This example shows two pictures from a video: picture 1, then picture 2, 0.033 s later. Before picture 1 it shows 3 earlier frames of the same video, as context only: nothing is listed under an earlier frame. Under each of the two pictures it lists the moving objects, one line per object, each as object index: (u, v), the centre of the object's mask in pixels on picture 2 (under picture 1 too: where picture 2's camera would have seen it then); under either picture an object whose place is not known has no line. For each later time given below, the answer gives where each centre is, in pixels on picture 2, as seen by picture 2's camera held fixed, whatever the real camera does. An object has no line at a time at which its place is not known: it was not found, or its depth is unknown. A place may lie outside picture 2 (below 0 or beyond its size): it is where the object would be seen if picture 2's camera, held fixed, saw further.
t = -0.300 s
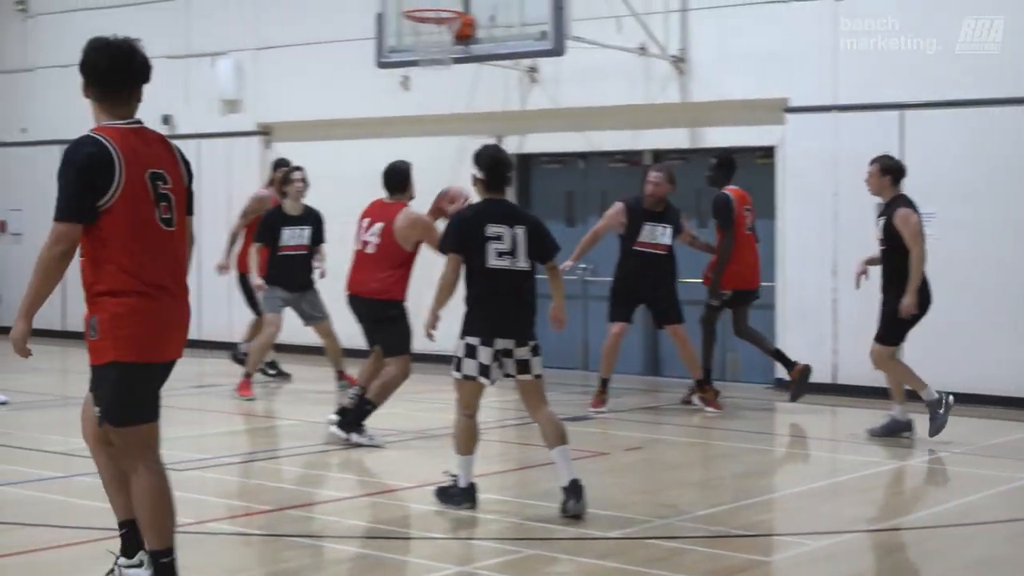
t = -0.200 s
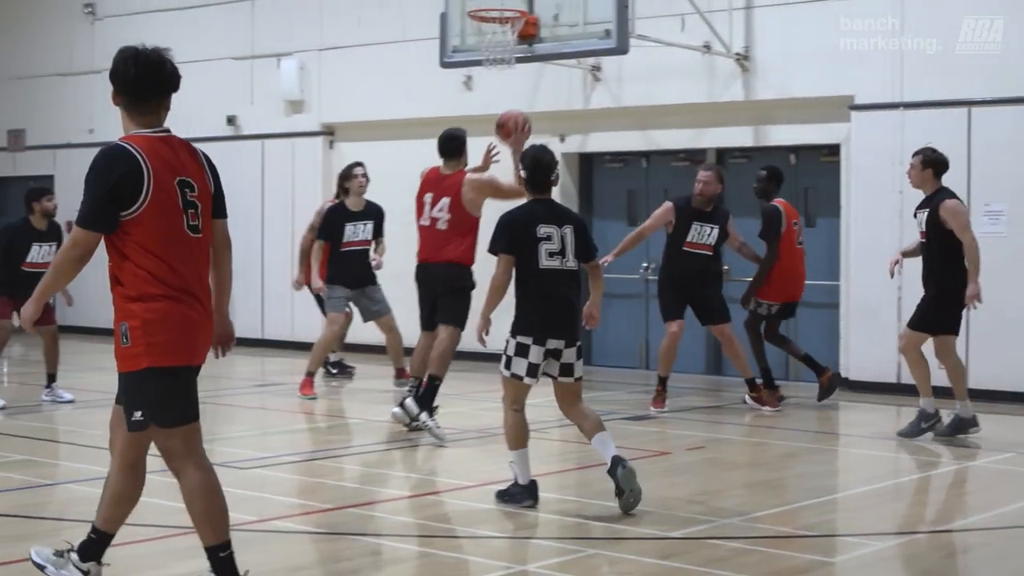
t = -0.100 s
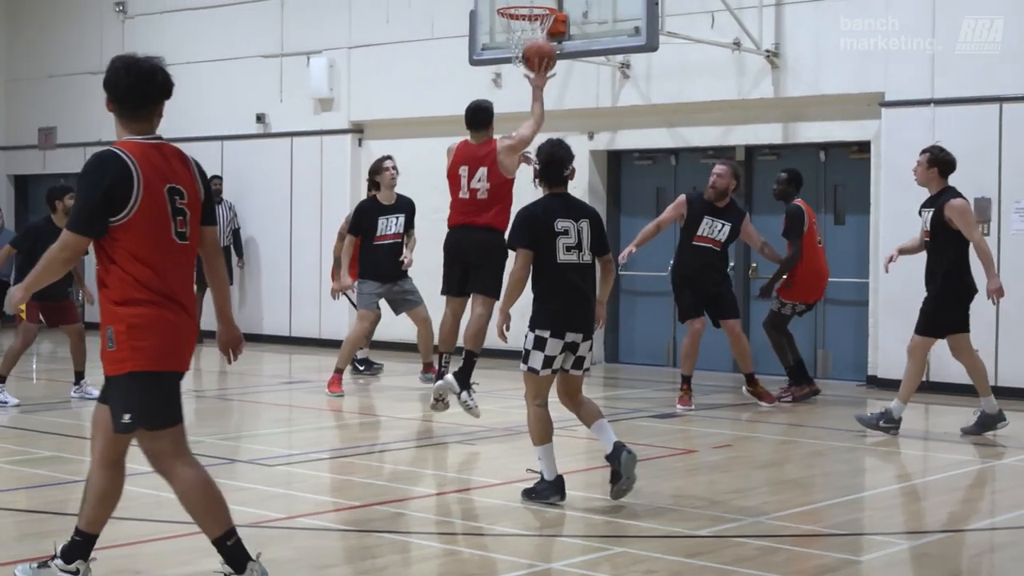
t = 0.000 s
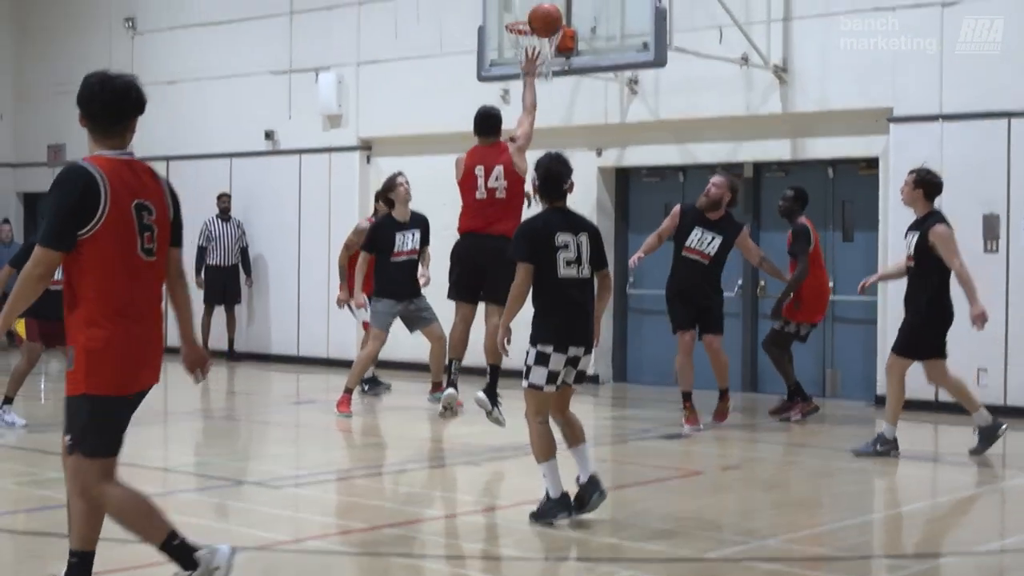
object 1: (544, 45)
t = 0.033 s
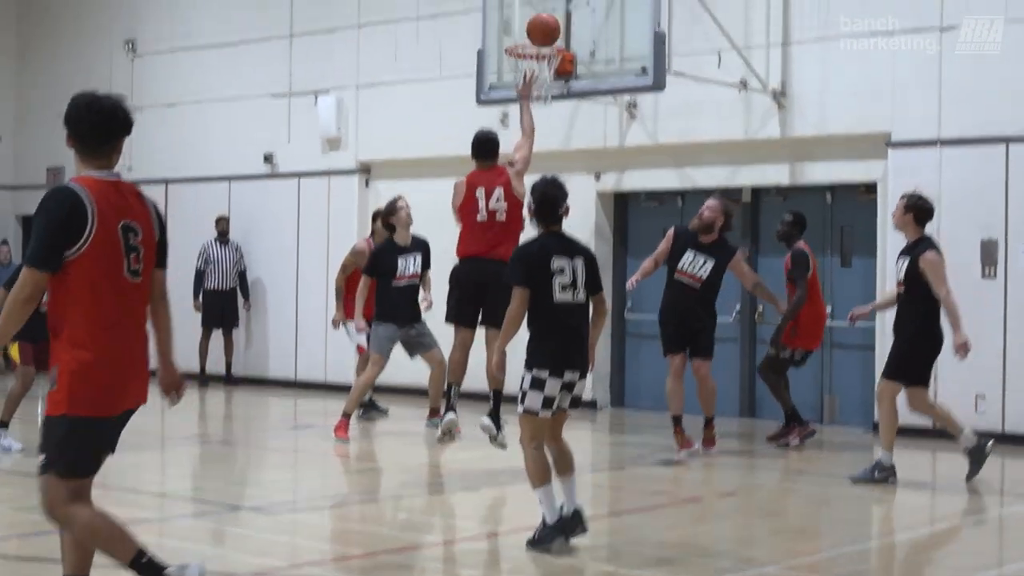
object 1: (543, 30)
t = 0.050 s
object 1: (543, 24)
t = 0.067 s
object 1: (542, 18)
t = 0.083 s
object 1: (542, 13)
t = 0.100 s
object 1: (542, 7)
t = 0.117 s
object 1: (541, 3)
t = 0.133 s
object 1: (540, 0)
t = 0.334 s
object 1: (535, -16)
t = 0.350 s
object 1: (535, -15)
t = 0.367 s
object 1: (534, -14)
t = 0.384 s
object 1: (534, -12)
